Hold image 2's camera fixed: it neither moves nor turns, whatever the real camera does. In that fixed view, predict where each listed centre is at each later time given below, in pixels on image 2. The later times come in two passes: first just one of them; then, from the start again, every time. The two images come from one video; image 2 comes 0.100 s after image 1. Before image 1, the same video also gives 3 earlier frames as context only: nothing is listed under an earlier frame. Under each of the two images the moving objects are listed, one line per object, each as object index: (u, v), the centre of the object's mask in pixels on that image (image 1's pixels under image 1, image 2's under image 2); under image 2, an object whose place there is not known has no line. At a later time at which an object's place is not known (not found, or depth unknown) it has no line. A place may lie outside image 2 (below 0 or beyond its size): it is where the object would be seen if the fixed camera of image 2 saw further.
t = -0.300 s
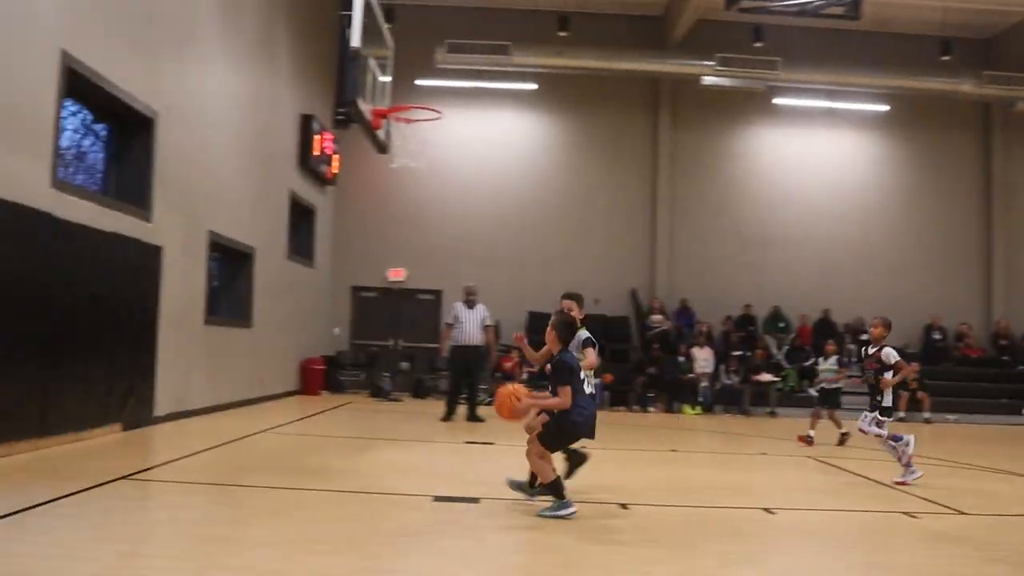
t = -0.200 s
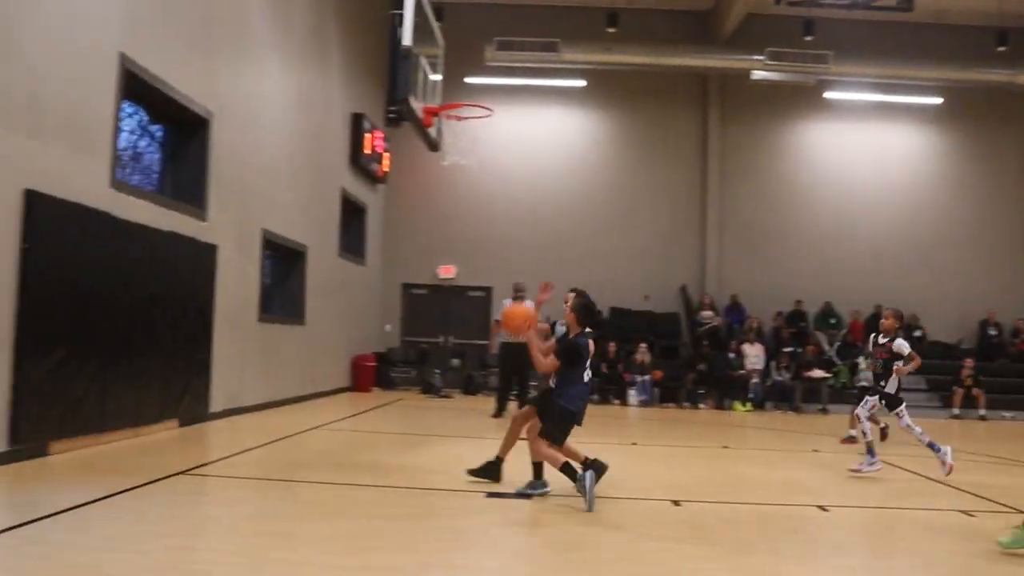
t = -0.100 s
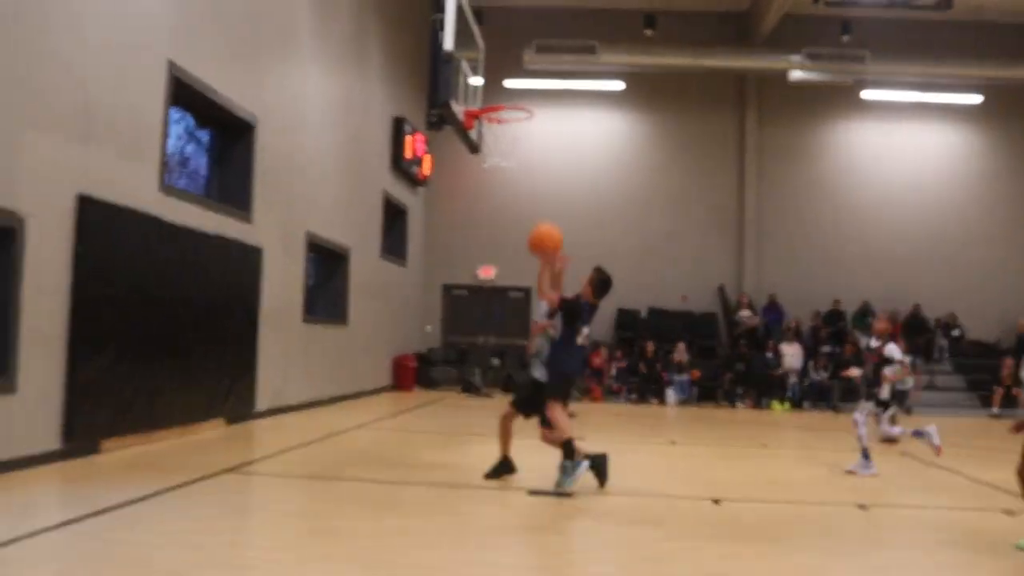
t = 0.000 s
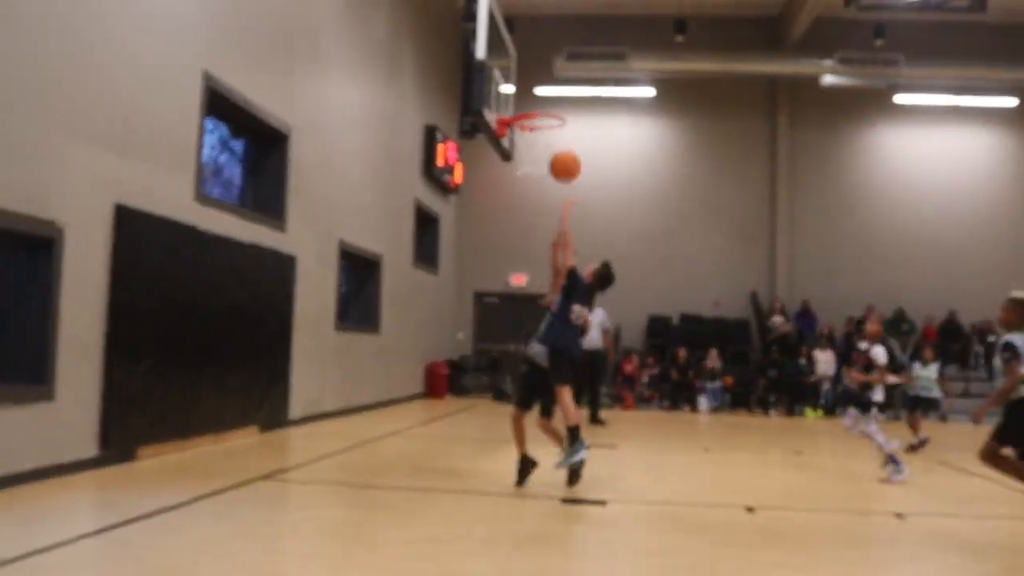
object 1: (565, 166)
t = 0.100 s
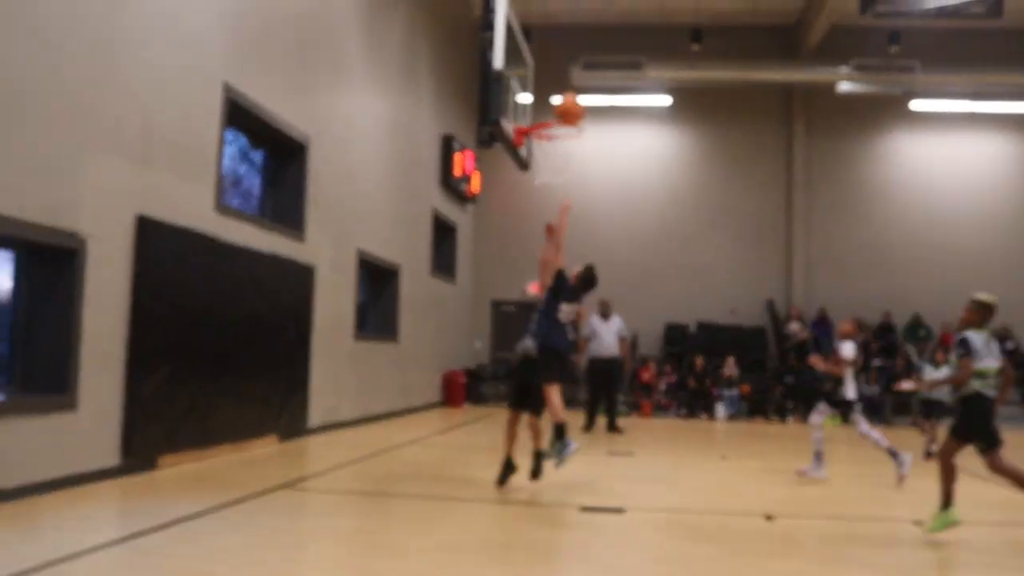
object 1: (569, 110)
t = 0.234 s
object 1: (555, 53)
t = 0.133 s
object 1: (565, 92)
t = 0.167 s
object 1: (563, 77)
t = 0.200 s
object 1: (559, 65)
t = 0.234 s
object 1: (555, 53)
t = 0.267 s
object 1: (553, 44)
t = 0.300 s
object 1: (548, 36)
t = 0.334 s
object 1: (545, 29)
